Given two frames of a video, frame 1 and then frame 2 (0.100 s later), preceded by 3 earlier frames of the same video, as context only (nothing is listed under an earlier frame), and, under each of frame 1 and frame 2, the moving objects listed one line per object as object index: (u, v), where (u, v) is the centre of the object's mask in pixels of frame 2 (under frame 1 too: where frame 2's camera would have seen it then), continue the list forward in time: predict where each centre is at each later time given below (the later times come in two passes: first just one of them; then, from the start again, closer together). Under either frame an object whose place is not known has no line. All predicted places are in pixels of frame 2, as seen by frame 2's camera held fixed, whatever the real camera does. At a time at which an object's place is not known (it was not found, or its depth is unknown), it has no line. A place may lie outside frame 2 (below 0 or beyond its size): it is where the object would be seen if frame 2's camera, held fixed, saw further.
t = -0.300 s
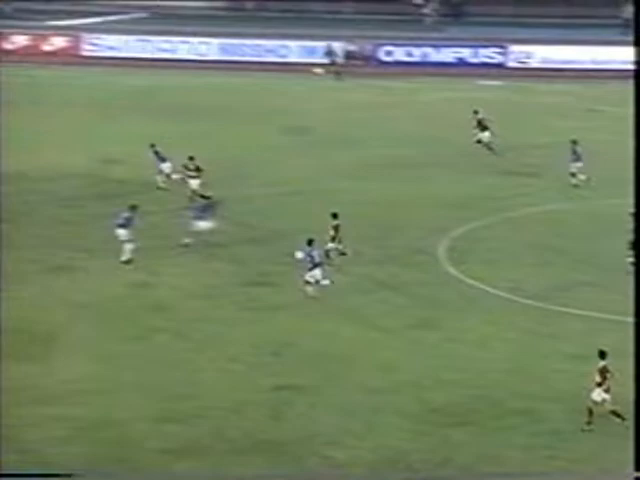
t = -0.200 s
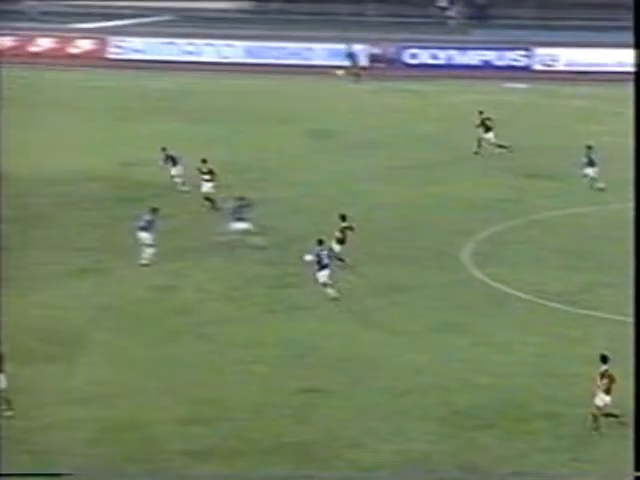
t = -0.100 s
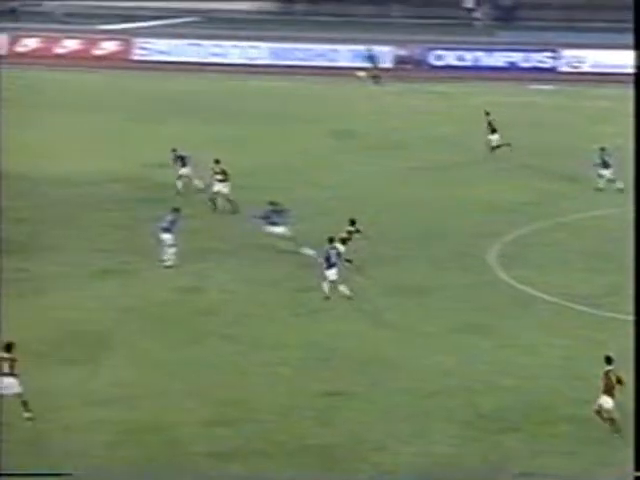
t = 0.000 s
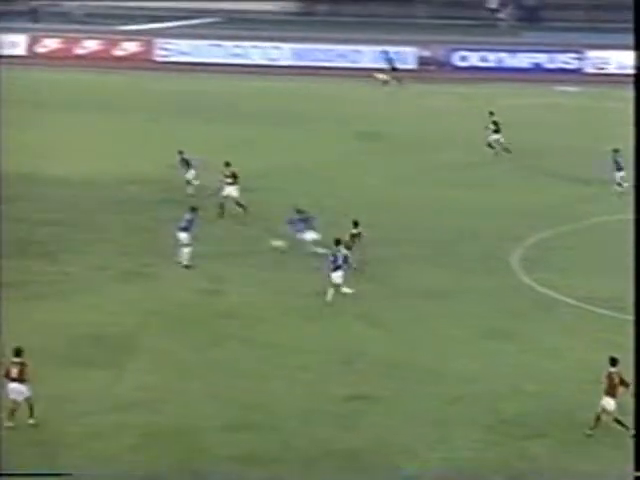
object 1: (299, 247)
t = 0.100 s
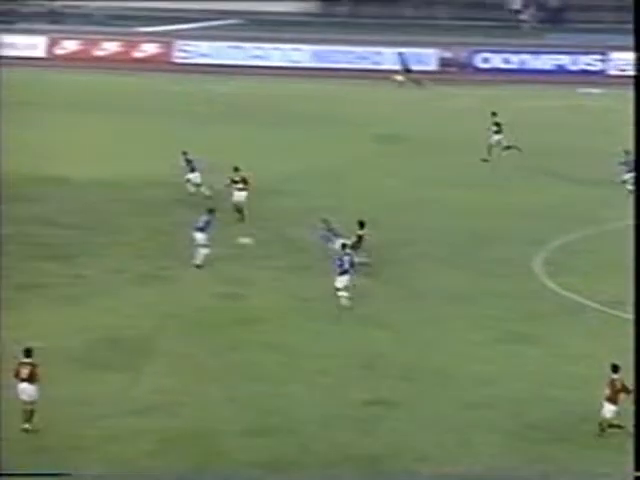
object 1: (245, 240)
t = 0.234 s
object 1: (178, 241)
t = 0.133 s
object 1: (229, 239)
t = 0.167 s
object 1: (212, 239)
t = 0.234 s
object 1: (178, 241)
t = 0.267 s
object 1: (163, 242)
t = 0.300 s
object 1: (148, 244)
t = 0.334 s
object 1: (134, 245)
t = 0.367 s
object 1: (122, 242)
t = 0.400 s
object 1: (110, 240)
